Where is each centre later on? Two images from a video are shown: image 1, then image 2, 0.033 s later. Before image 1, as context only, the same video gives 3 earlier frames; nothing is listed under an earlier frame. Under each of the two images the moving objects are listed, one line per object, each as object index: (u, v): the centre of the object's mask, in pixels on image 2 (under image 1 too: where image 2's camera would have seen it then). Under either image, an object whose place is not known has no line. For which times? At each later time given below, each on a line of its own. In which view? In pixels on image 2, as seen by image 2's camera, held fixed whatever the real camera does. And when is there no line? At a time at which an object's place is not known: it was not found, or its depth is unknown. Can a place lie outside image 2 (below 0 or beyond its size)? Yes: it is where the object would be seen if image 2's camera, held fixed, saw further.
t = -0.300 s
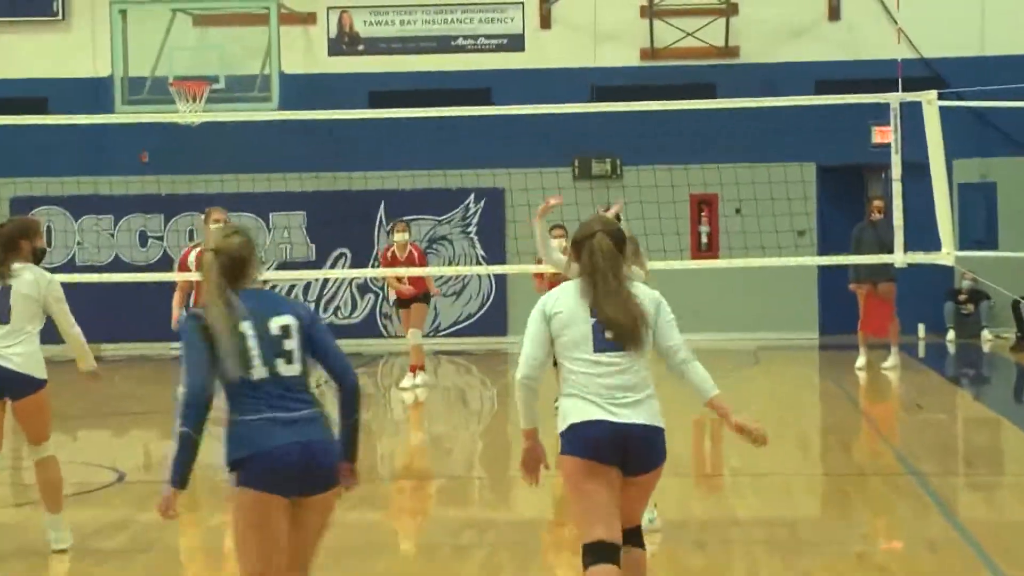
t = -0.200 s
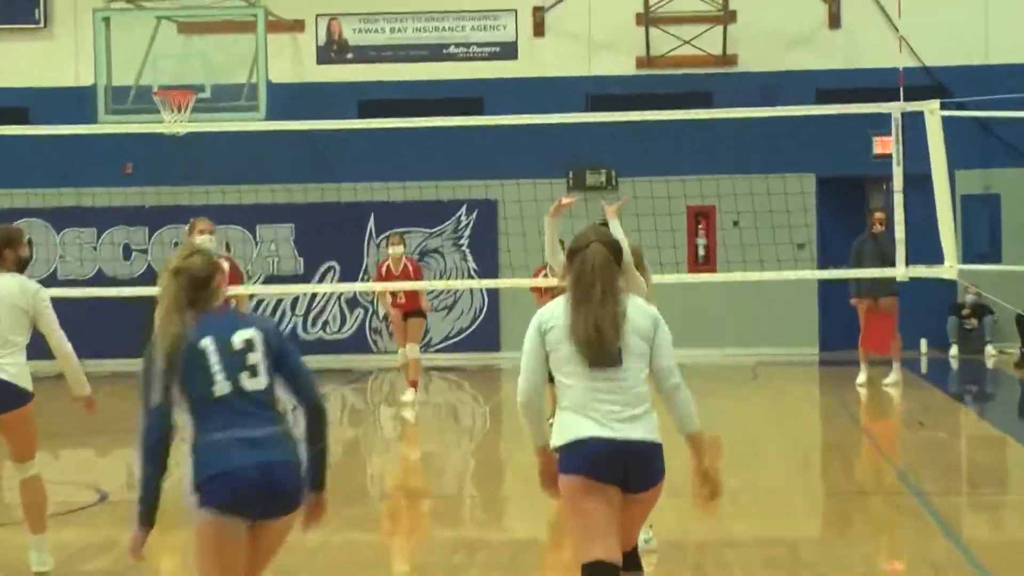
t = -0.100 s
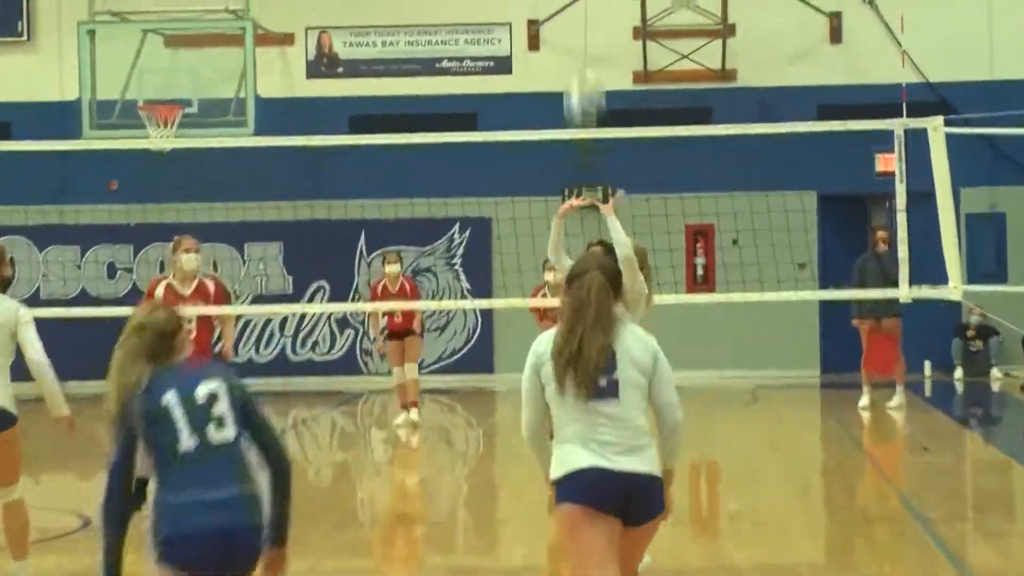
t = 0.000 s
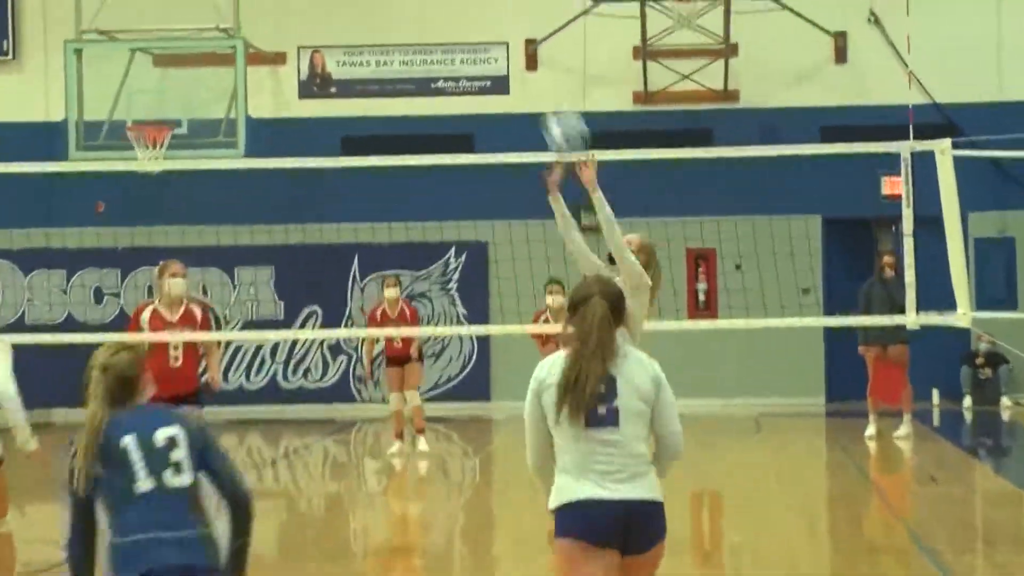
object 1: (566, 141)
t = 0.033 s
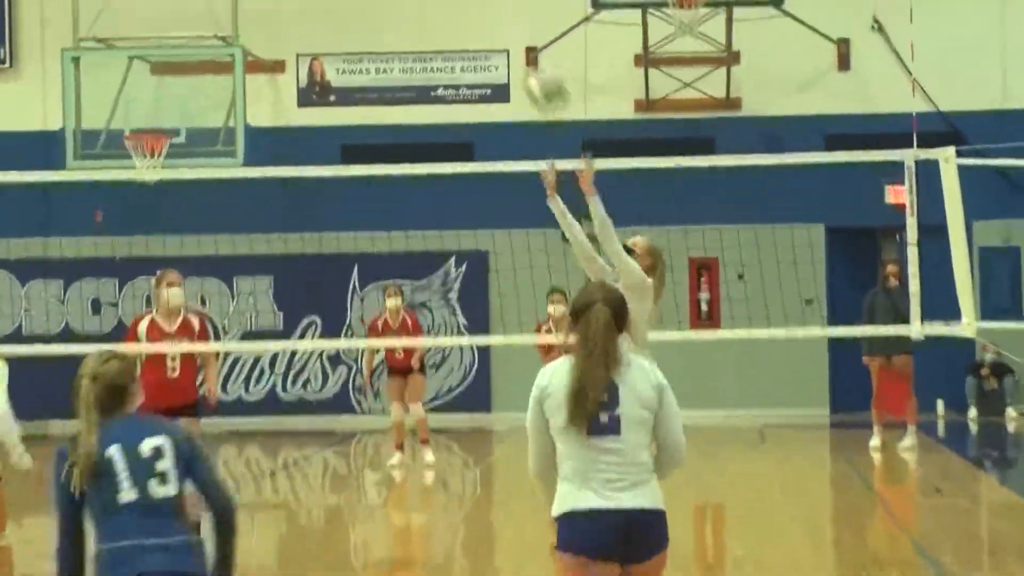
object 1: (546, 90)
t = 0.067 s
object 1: (524, 38)
